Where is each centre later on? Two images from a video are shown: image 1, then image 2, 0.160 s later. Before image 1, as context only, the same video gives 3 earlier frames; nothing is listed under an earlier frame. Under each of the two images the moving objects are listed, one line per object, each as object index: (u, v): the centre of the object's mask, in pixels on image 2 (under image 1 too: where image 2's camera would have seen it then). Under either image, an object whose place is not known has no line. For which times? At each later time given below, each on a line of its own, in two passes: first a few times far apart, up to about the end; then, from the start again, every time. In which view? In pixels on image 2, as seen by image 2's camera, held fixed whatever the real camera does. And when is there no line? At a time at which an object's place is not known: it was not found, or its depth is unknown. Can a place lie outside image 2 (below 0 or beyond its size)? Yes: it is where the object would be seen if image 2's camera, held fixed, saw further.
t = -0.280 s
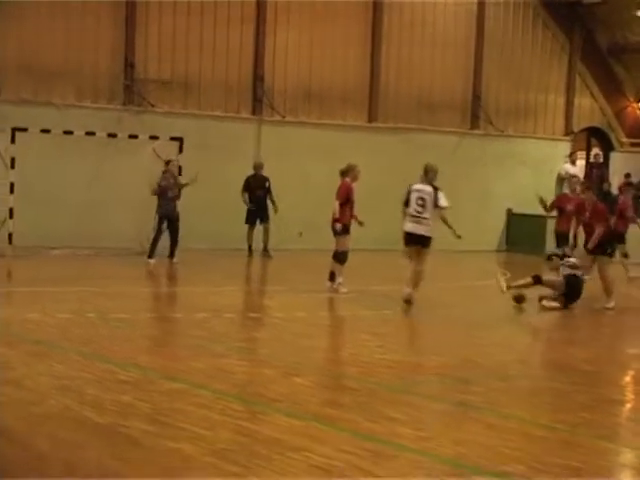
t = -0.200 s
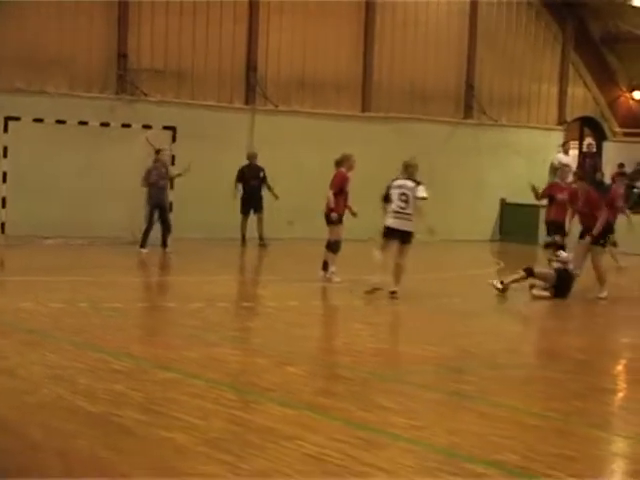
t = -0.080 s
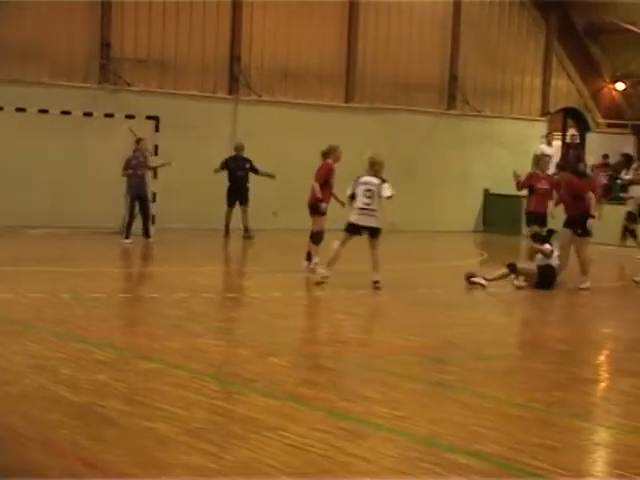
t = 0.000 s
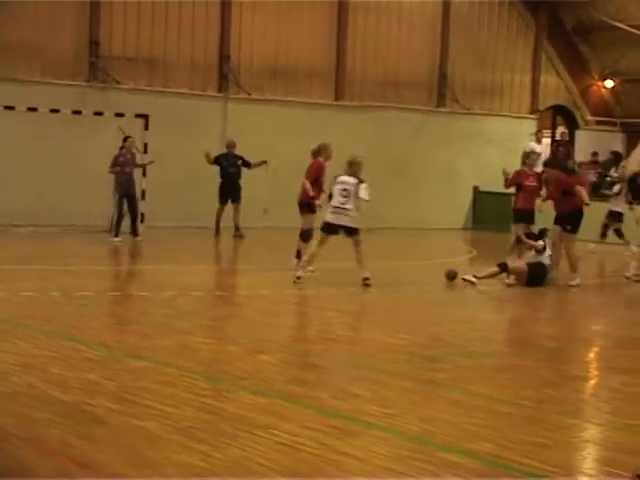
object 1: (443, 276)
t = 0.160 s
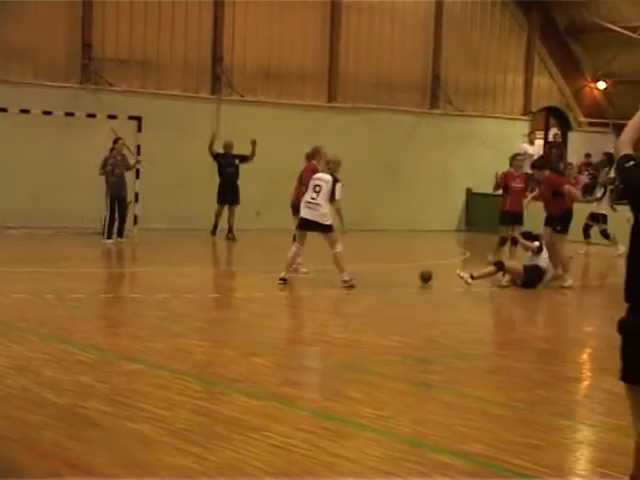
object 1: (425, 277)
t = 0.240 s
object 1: (415, 276)
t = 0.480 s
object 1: (388, 275)
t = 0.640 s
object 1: (370, 276)
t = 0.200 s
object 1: (420, 276)
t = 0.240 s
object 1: (415, 276)
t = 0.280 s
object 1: (411, 276)
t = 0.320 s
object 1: (406, 276)
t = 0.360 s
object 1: (402, 276)
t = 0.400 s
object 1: (397, 276)
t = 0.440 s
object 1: (393, 275)
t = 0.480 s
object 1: (388, 275)
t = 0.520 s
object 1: (384, 275)
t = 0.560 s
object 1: (379, 275)
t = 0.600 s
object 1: (375, 275)
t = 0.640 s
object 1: (370, 276)
